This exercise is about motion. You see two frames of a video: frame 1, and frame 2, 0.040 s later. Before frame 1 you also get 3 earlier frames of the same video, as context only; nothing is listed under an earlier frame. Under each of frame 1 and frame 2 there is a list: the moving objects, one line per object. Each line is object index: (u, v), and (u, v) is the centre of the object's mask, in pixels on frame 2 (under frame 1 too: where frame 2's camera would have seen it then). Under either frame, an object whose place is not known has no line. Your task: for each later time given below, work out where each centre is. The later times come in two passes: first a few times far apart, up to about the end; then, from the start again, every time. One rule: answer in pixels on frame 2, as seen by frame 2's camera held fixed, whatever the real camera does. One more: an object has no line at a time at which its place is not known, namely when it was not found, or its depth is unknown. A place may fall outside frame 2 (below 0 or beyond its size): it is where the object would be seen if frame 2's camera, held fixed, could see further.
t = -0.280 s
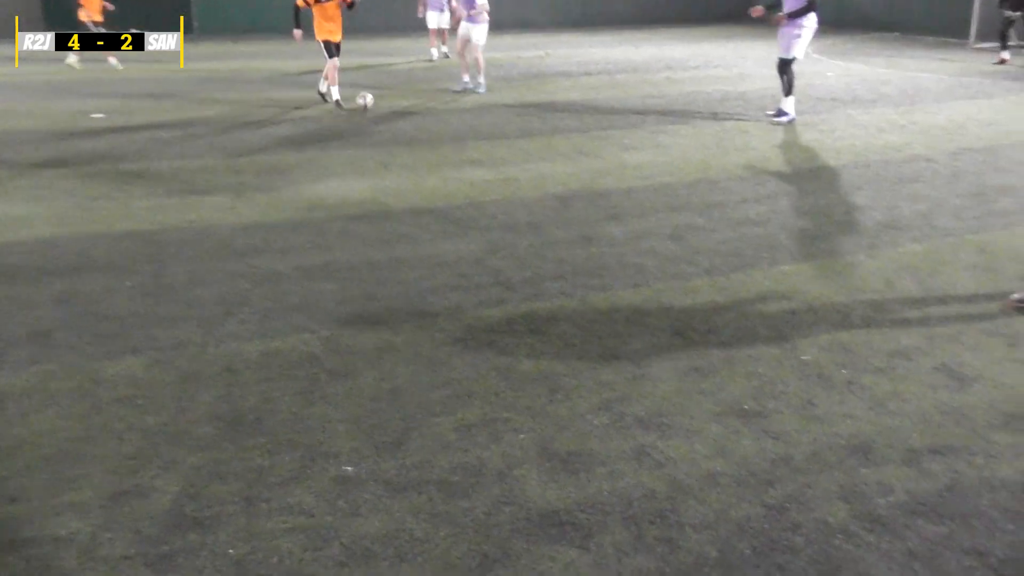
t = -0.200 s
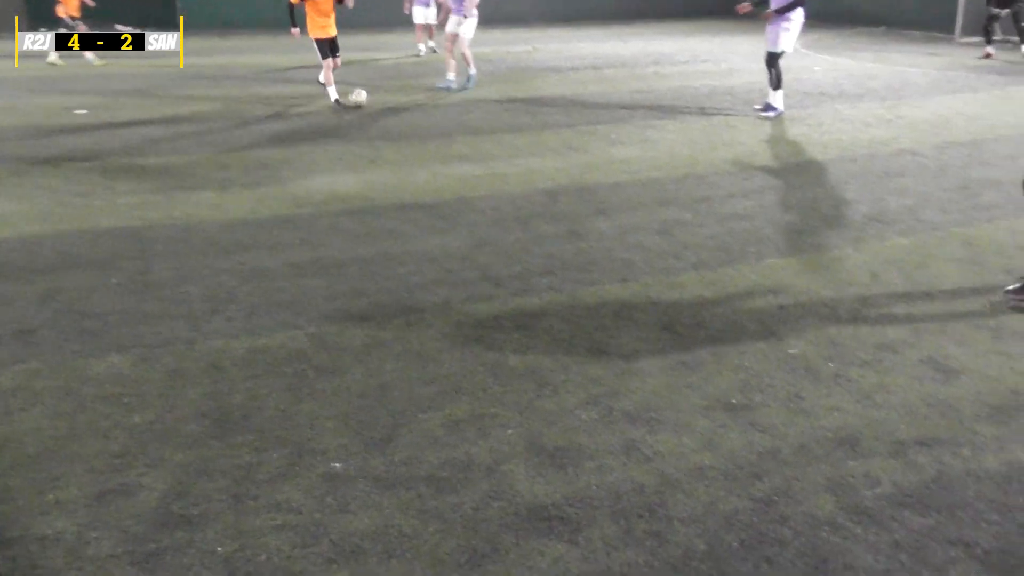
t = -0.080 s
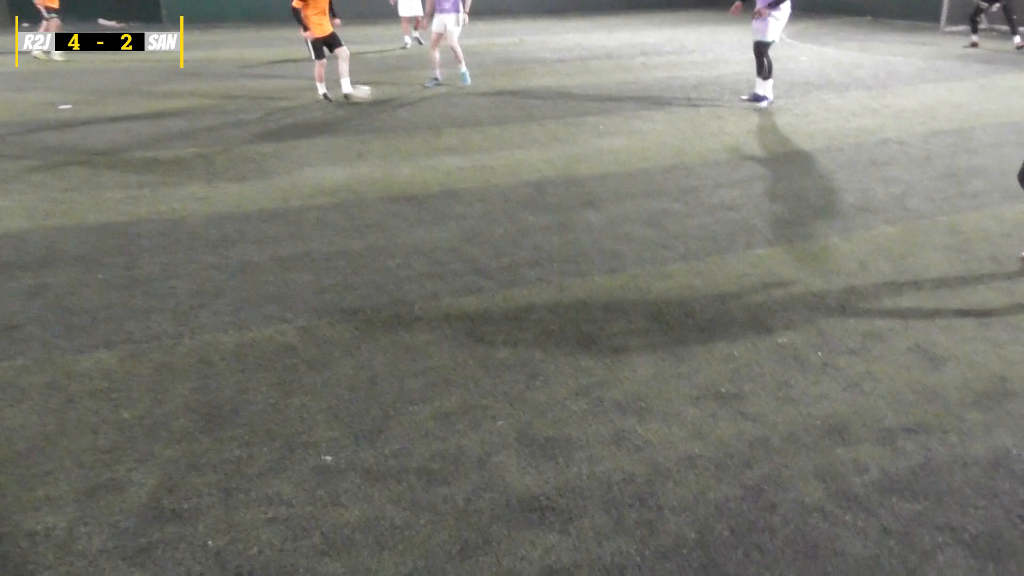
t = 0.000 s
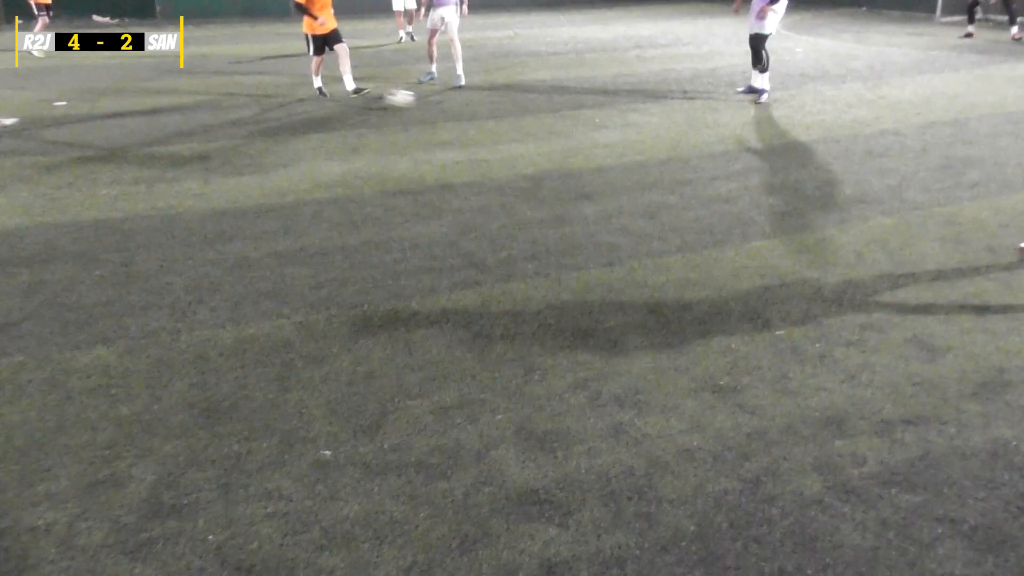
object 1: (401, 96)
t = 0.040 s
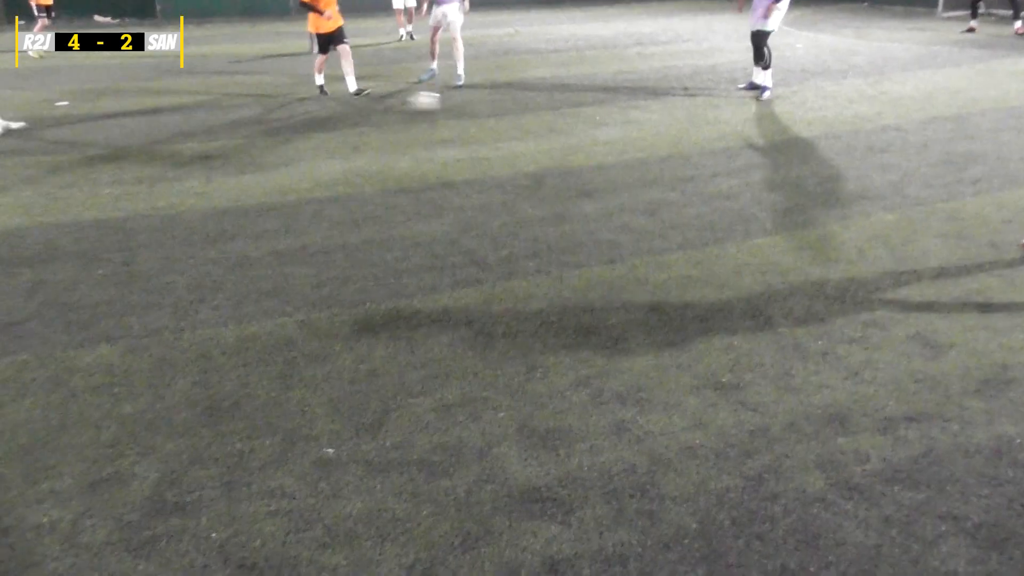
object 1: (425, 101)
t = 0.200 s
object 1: (534, 125)
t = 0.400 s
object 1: (708, 164)
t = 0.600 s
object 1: (940, 205)
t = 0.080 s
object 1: (449, 107)
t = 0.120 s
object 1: (476, 112)
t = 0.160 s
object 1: (504, 118)
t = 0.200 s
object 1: (534, 125)
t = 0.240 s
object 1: (565, 130)
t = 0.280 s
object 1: (599, 138)
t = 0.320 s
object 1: (635, 147)
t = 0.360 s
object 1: (670, 153)
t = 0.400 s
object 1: (708, 164)
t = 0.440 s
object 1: (751, 171)
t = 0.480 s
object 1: (796, 181)
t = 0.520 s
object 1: (841, 190)
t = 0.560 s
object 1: (891, 198)
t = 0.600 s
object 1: (940, 205)
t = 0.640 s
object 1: (993, 215)
